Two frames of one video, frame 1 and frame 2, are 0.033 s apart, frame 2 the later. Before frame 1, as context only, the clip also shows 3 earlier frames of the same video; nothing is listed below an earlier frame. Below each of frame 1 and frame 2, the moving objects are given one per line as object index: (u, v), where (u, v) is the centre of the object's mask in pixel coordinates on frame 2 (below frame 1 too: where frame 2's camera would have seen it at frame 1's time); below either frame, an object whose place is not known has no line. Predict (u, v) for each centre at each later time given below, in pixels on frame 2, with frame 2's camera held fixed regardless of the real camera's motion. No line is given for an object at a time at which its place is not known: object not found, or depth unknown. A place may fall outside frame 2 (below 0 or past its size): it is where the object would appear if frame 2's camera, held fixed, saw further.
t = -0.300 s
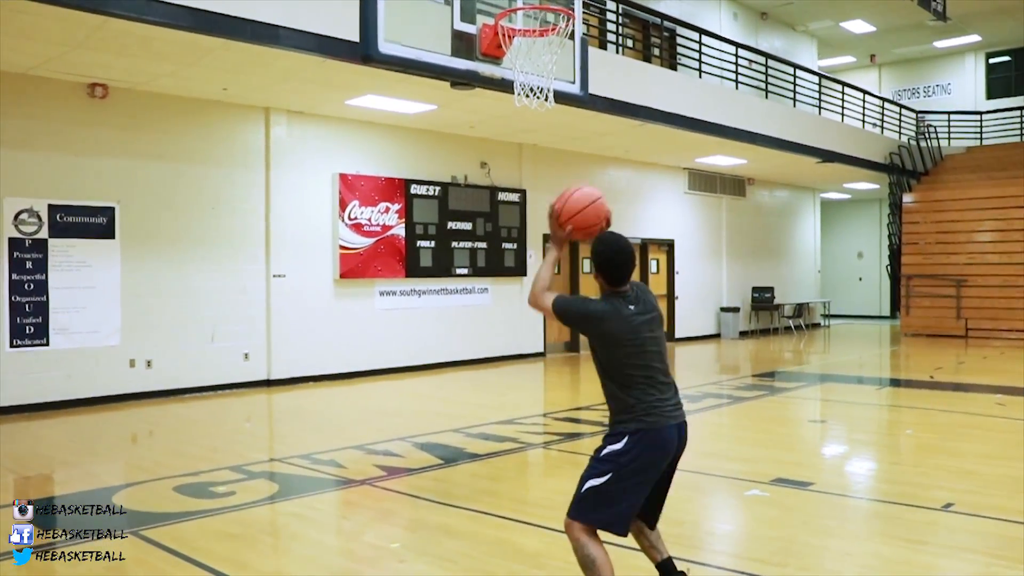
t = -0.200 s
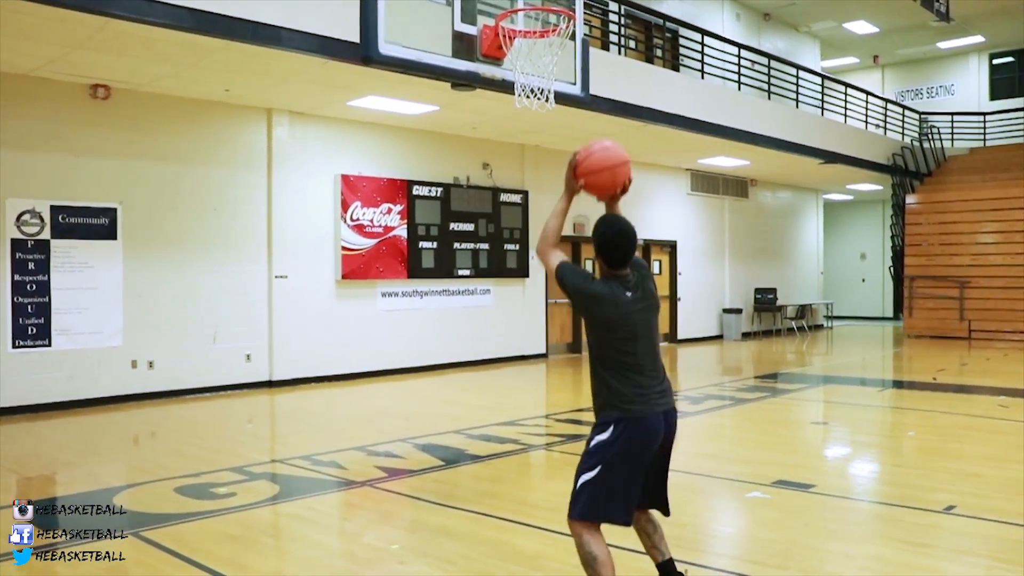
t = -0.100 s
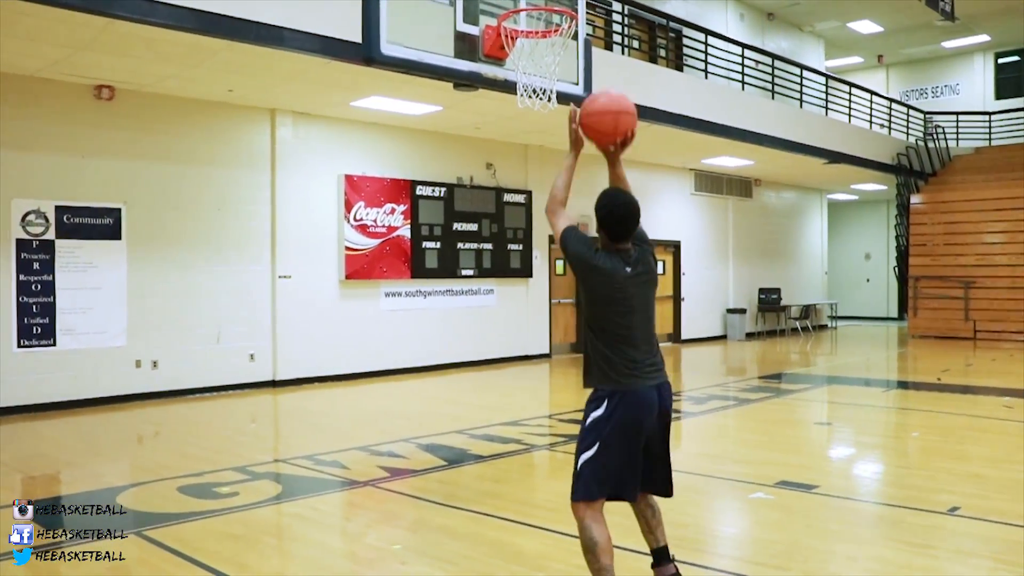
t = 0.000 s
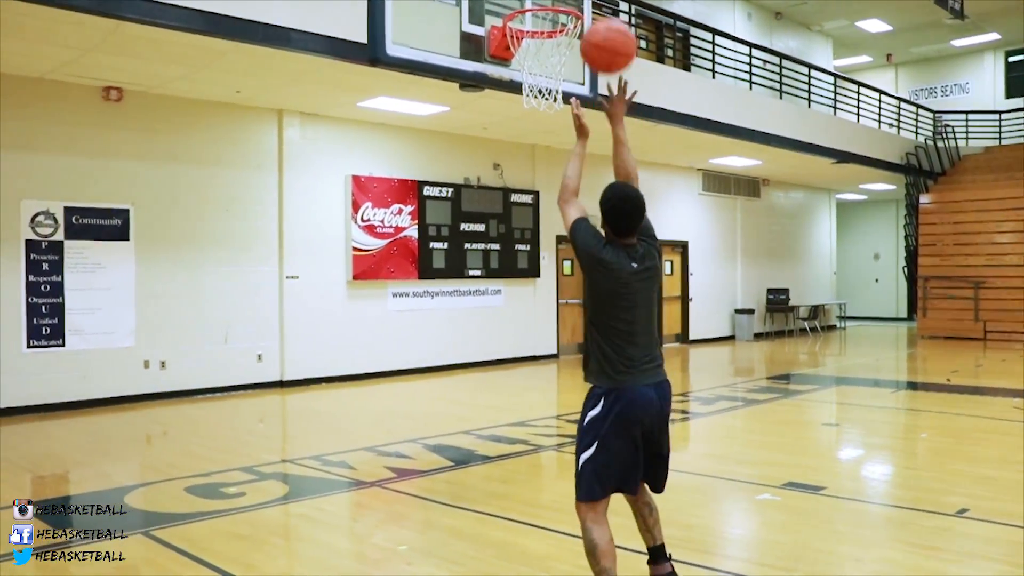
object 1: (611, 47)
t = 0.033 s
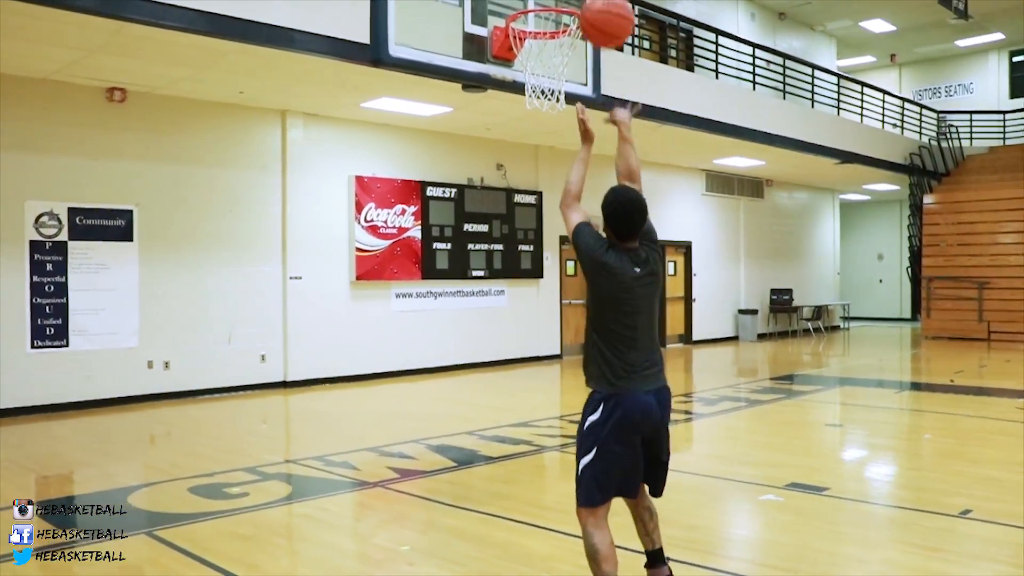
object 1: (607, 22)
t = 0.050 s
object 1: (605, 16)
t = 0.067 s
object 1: (603, 10)
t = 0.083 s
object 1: (602, 5)
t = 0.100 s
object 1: (600, 2)
